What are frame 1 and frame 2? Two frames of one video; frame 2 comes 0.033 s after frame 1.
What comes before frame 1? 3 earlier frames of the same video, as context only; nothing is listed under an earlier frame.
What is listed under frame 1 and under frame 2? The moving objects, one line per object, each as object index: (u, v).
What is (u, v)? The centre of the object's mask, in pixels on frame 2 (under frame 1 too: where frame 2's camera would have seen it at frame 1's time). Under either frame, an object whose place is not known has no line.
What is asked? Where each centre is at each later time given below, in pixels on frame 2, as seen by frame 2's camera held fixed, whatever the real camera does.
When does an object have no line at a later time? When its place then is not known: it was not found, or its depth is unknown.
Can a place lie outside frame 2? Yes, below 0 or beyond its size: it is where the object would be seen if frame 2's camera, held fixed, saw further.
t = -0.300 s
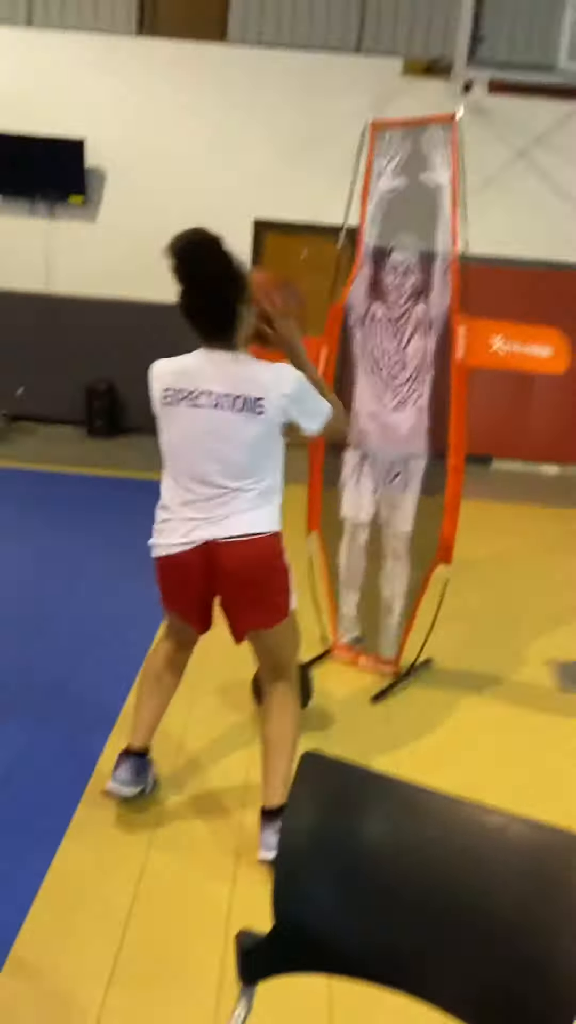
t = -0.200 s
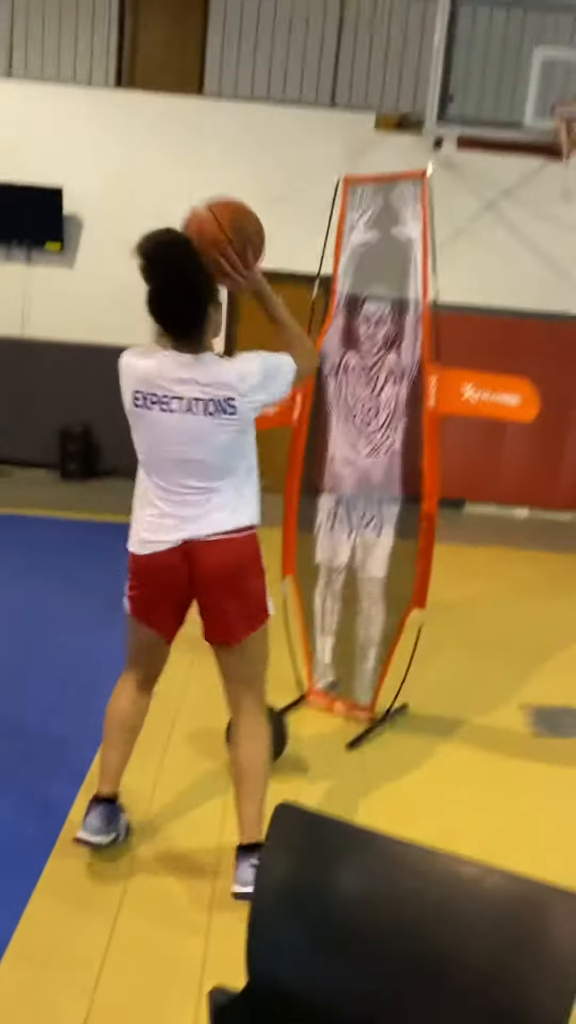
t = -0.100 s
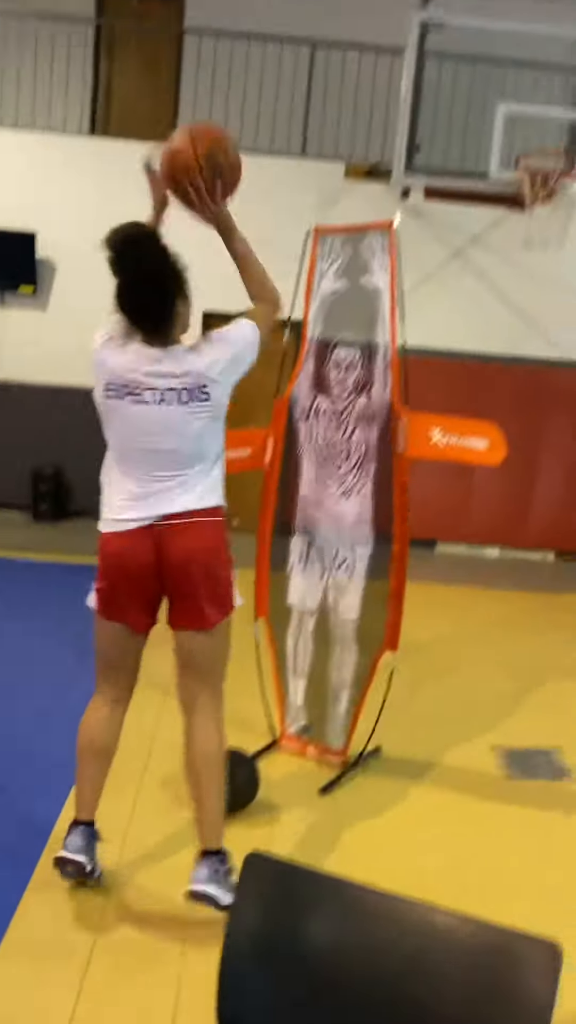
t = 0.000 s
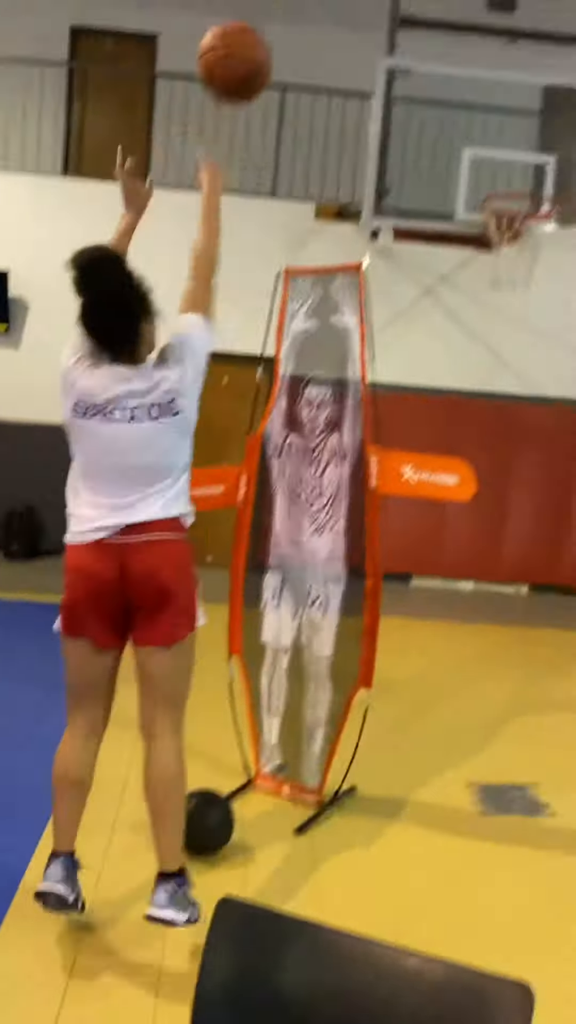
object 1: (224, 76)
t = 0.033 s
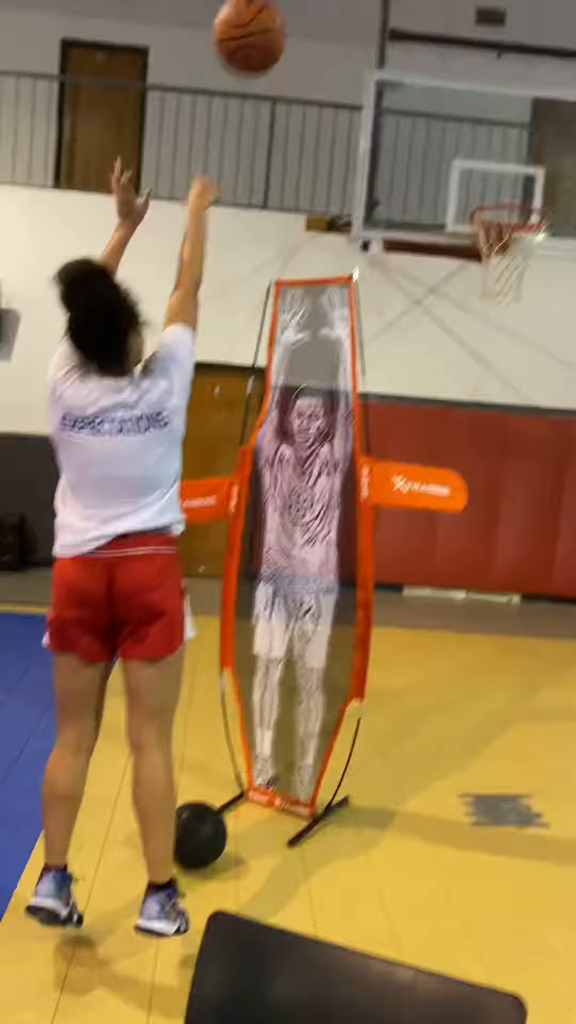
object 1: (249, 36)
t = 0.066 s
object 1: (272, 11)
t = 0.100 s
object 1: (293, -9)
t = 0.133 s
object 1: (312, -26)
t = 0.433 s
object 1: (429, -75)
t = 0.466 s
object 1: (441, -74)
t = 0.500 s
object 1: (450, -71)
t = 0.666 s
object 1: (483, -8)
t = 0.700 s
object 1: (488, 12)
